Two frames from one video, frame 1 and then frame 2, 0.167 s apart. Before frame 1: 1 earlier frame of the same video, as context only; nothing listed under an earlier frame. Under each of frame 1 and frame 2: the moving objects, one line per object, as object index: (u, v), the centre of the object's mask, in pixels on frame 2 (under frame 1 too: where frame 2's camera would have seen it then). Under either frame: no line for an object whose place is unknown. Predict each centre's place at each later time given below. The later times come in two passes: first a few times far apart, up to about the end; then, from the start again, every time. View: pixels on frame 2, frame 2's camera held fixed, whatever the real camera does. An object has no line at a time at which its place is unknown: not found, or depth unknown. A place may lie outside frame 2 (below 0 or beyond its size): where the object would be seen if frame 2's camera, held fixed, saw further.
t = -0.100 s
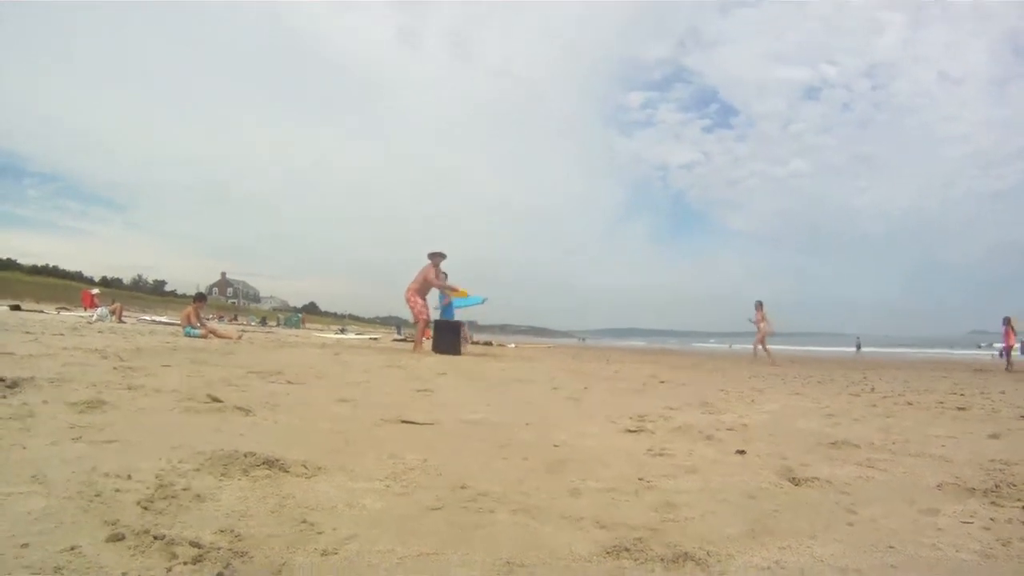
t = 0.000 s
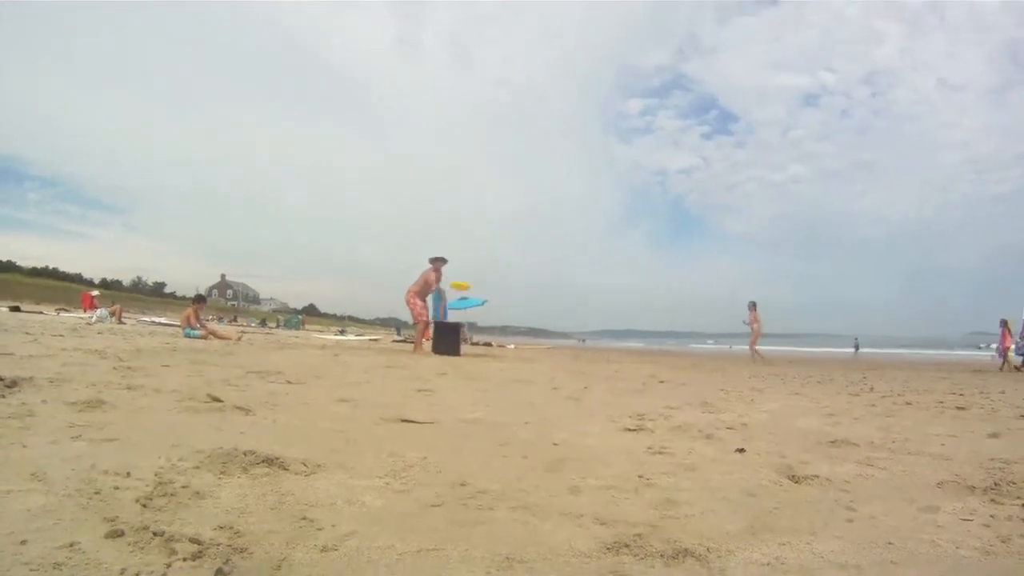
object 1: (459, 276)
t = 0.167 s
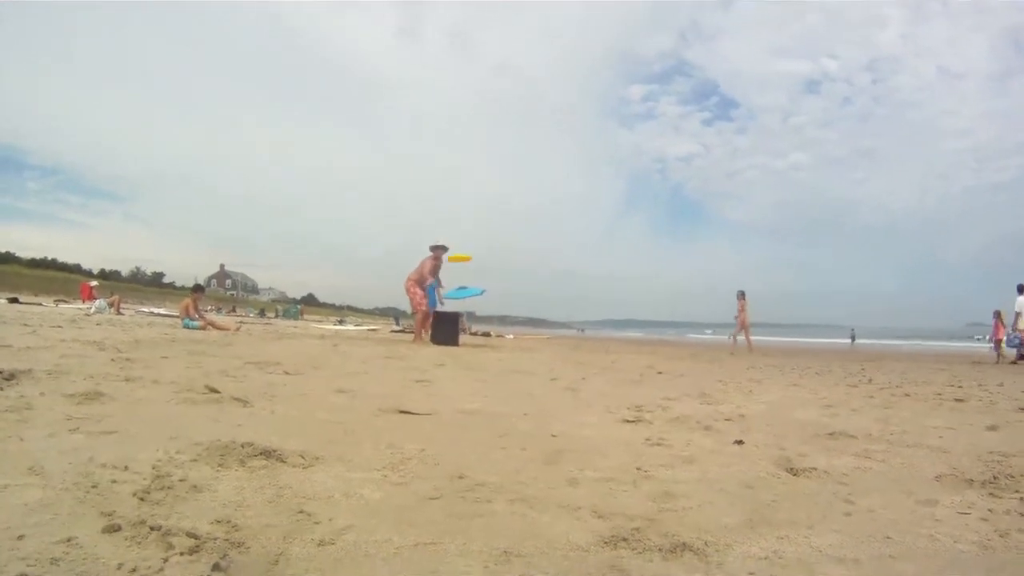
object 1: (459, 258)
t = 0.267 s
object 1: (457, 248)
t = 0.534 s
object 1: (445, 213)
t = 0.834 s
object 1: (370, 139)
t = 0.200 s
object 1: (458, 254)
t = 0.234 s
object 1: (457, 251)
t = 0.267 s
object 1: (457, 248)
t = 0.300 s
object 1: (457, 243)
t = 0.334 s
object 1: (456, 239)
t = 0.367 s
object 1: (455, 235)
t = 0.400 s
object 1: (454, 230)
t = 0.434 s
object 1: (453, 227)
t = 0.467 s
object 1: (452, 223)
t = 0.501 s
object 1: (449, 216)
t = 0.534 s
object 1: (445, 213)
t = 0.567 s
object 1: (444, 211)
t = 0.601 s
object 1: (440, 204)
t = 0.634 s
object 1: (435, 198)
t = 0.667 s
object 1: (429, 192)
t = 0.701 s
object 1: (421, 183)
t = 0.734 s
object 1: (412, 175)
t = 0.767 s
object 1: (401, 167)
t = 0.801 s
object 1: (388, 155)
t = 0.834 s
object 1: (370, 139)
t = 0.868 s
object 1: (342, 118)
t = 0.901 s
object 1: (305, 88)
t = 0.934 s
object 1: (255, 47)
